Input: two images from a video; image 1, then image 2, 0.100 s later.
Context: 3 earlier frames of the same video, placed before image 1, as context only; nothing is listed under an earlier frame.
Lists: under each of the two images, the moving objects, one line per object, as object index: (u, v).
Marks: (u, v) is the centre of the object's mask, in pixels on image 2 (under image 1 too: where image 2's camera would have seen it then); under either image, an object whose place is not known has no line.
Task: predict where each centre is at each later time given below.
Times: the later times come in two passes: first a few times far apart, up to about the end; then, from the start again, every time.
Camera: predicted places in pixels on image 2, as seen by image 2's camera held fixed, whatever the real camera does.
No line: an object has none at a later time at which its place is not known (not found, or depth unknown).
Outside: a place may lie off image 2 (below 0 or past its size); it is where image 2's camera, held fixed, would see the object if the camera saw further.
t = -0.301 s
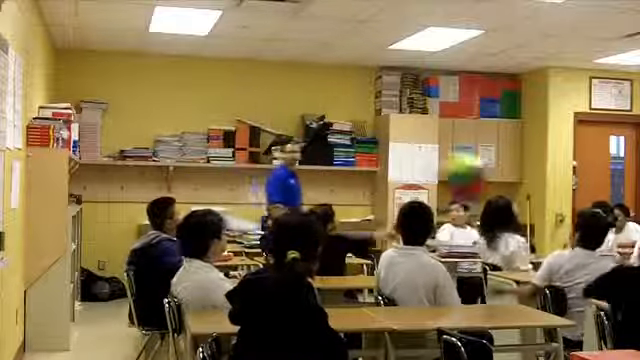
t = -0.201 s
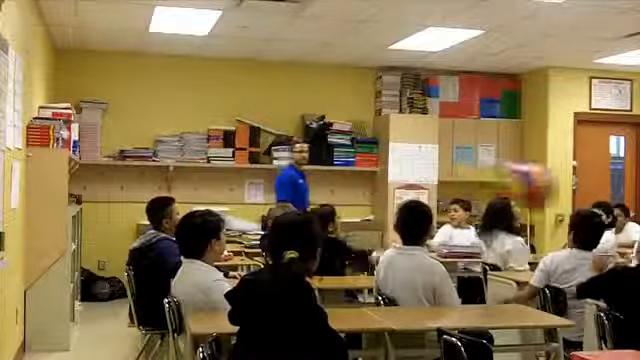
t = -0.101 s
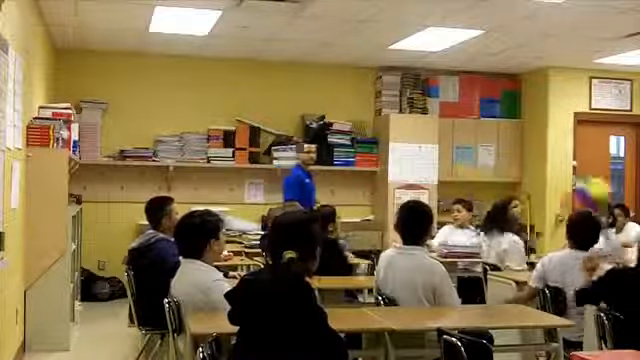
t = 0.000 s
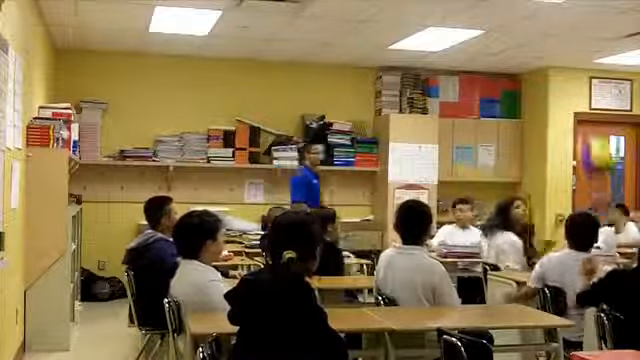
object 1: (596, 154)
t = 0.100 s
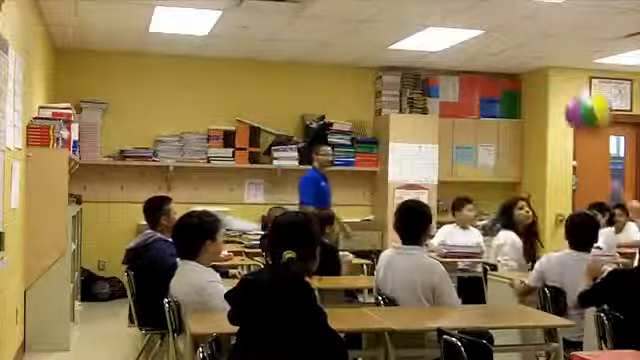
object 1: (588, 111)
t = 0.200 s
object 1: (582, 73)
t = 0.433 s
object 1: (563, 26)
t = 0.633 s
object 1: (534, 51)
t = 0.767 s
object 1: (515, 85)
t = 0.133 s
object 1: (585, 97)
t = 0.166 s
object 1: (583, 84)
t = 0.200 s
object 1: (582, 73)
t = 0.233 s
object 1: (578, 62)
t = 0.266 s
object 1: (575, 54)
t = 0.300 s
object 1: (572, 45)
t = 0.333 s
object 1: (569, 40)
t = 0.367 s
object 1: (566, 33)
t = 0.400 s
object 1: (565, 29)
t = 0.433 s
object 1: (563, 26)
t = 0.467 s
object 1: (559, 27)
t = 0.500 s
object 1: (555, 29)
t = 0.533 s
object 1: (549, 34)
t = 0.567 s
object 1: (543, 39)
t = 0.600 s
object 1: (538, 44)
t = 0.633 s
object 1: (534, 51)
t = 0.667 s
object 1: (530, 57)
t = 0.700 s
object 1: (528, 64)
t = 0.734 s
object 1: (522, 74)
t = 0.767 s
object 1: (515, 85)
